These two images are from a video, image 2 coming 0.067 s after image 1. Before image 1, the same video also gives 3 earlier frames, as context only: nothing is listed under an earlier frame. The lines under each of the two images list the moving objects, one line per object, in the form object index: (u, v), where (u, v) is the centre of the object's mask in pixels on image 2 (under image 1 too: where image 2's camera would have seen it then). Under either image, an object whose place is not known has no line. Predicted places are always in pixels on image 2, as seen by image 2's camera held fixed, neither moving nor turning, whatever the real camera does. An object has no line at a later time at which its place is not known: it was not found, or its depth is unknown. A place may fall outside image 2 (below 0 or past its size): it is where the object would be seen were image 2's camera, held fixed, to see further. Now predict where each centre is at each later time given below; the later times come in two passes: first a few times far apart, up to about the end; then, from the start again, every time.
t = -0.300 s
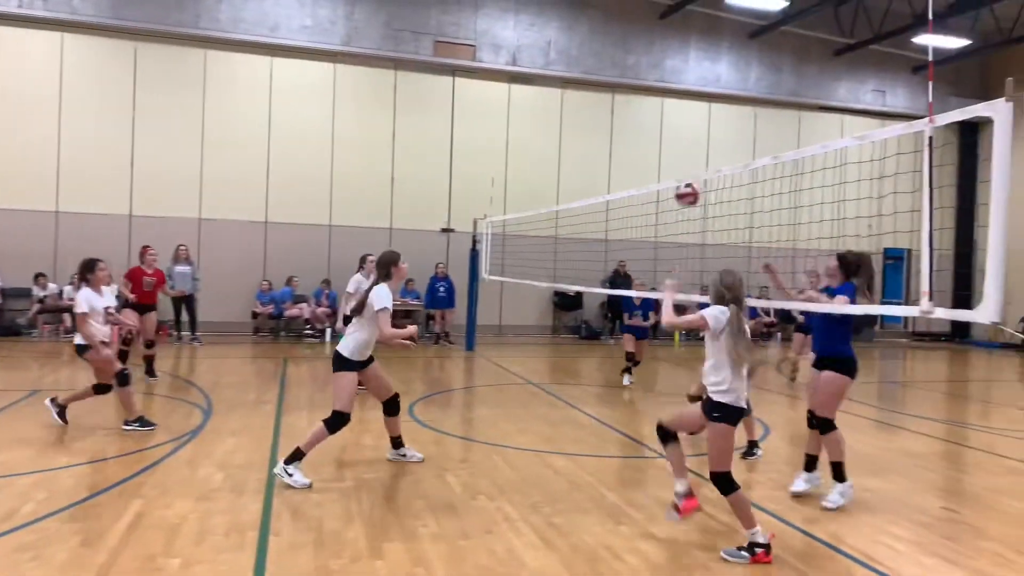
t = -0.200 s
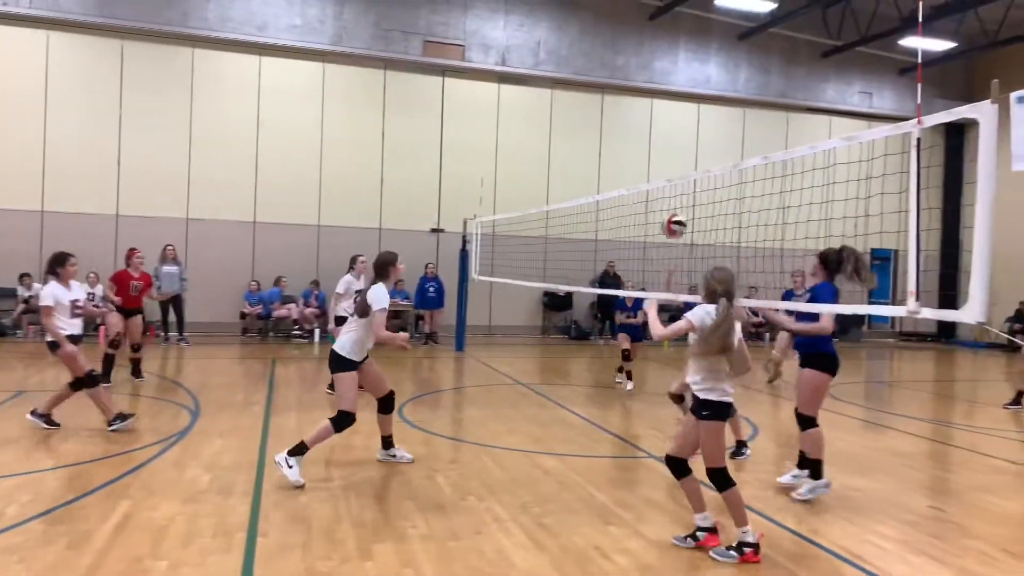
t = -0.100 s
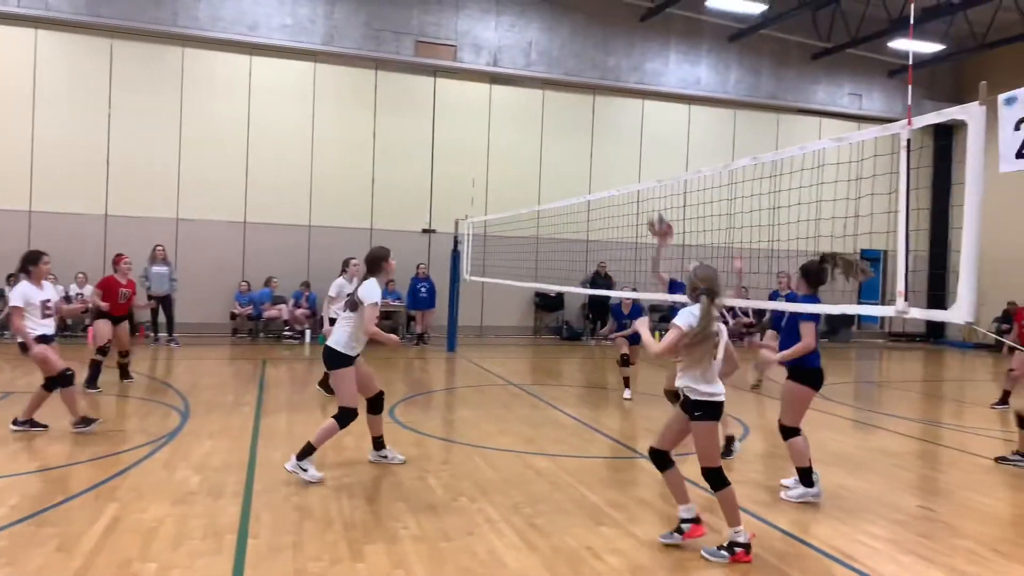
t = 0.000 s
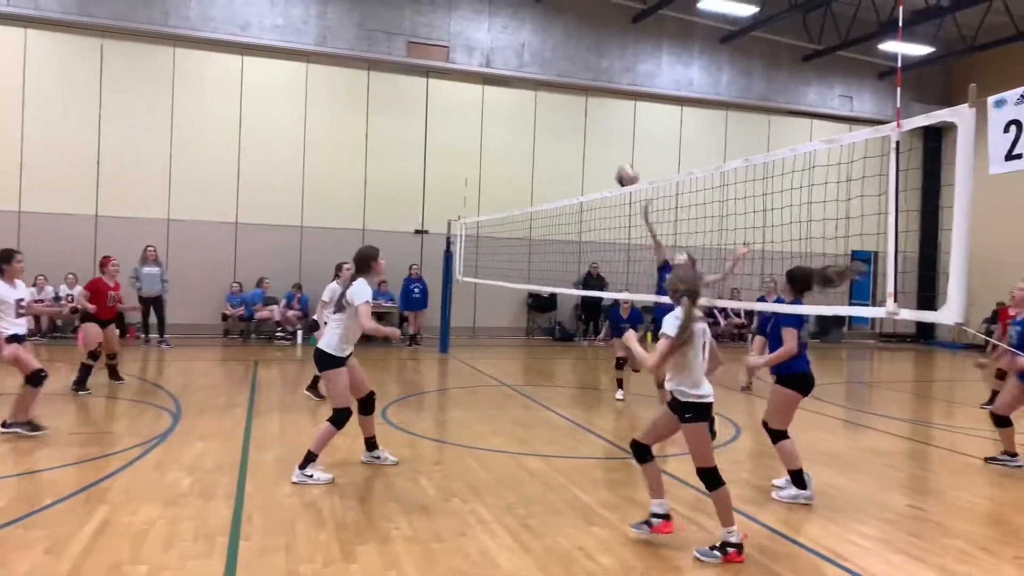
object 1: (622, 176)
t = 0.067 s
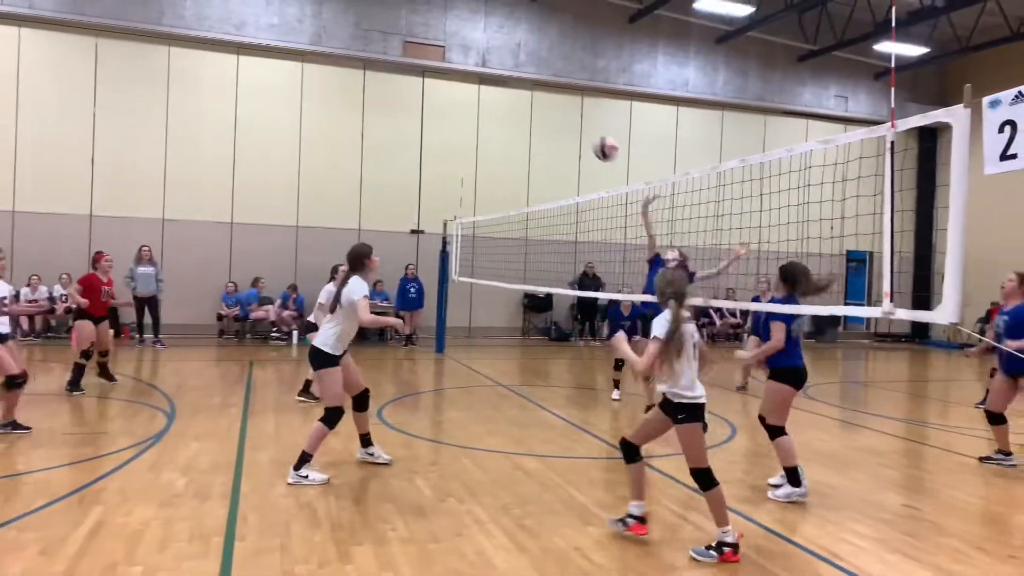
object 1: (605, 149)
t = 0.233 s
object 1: (559, 102)
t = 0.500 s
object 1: (489, 90)
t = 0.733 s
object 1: (428, 141)
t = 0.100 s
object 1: (596, 137)
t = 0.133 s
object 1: (588, 126)
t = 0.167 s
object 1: (578, 117)
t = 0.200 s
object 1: (569, 109)
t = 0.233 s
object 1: (559, 102)
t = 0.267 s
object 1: (551, 96)
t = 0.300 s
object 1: (542, 92)
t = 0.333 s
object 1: (533, 89)
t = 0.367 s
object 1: (524, 87)
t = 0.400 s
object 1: (516, 87)
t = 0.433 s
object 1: (507, 87)
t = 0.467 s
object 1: (498, 88)
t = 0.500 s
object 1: (489, 90)
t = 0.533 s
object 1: (480, 95)
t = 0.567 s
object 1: (471, 100)
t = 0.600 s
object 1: (463, 106)
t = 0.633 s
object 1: (454, 113)
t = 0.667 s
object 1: (444, 122)
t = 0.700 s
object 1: (436, 130)
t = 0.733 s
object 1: (428, 141)
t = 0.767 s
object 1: (420, 153)
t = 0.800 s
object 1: (410, 166)
